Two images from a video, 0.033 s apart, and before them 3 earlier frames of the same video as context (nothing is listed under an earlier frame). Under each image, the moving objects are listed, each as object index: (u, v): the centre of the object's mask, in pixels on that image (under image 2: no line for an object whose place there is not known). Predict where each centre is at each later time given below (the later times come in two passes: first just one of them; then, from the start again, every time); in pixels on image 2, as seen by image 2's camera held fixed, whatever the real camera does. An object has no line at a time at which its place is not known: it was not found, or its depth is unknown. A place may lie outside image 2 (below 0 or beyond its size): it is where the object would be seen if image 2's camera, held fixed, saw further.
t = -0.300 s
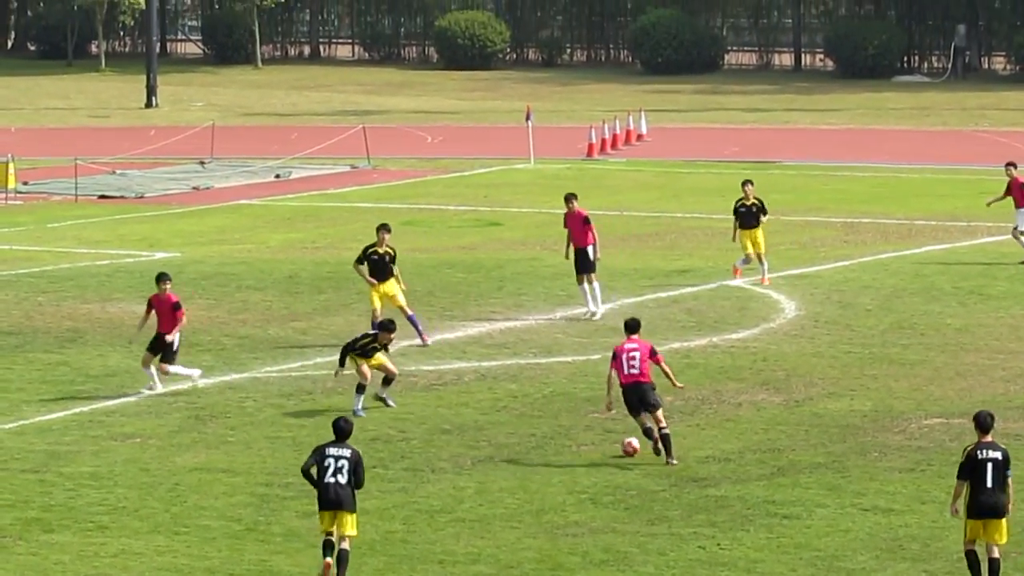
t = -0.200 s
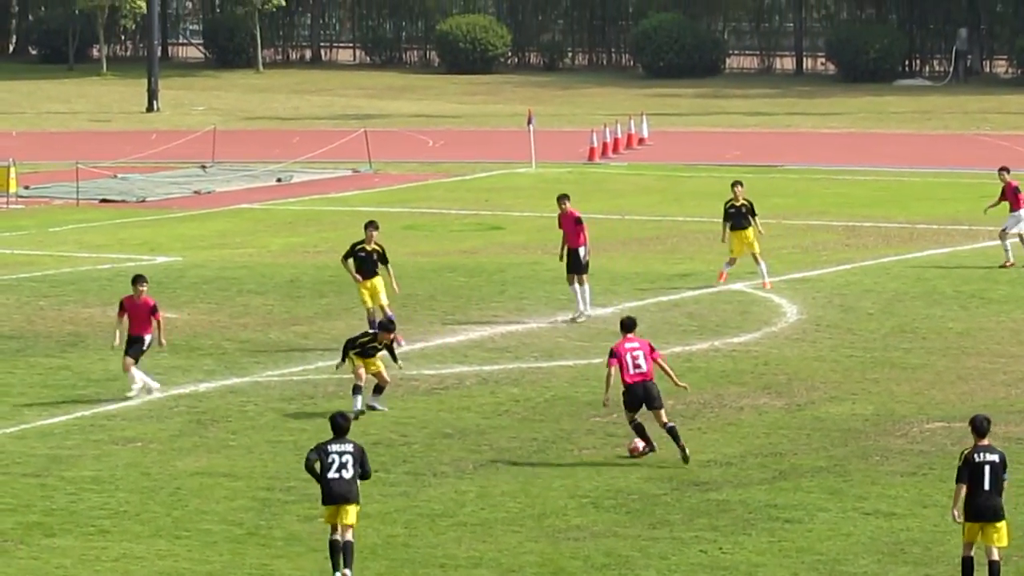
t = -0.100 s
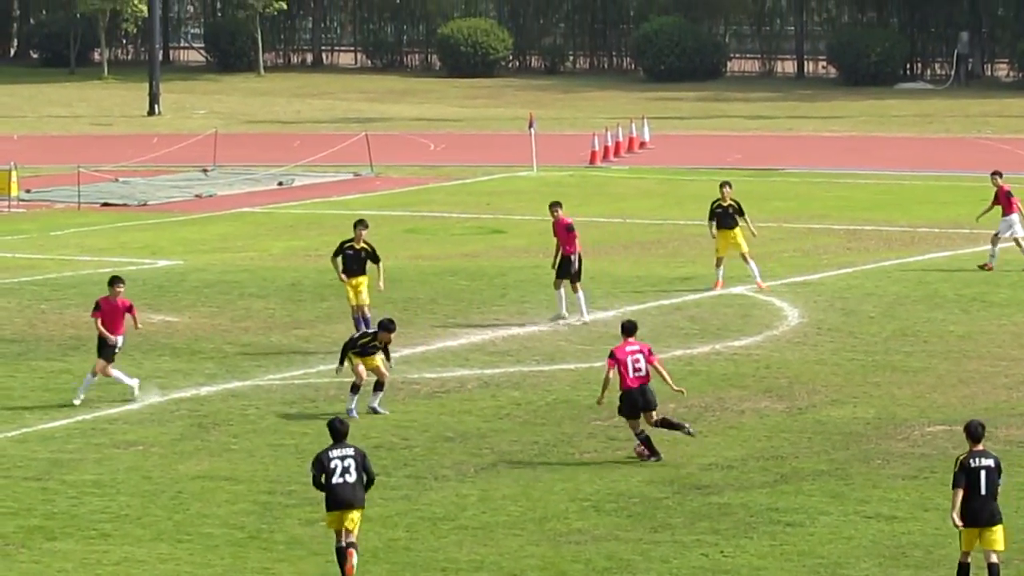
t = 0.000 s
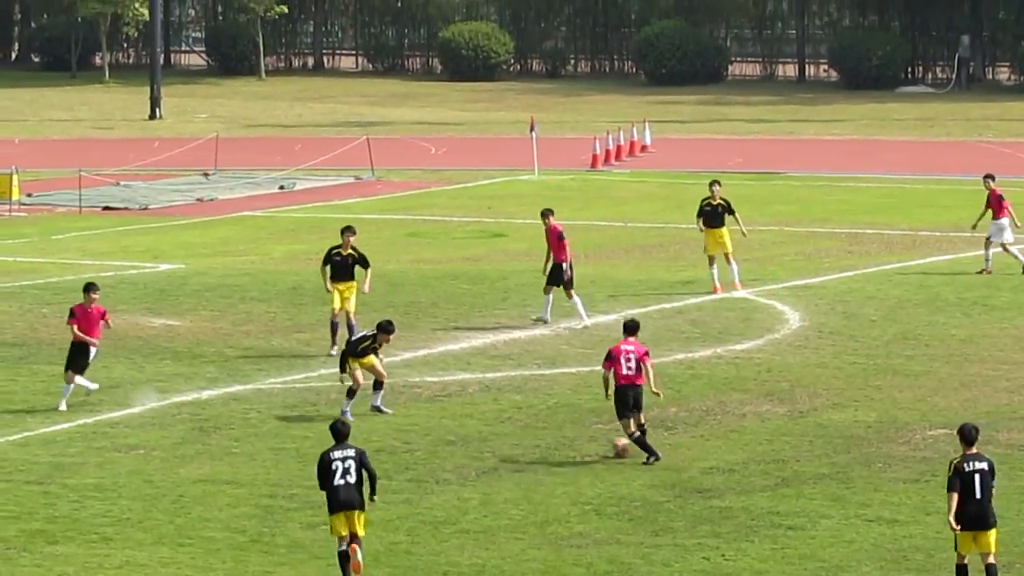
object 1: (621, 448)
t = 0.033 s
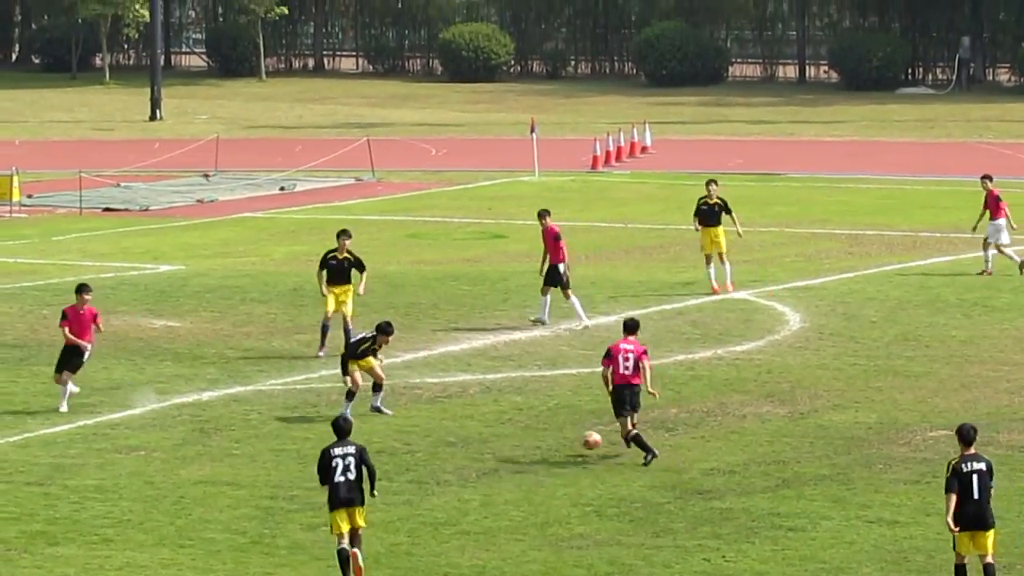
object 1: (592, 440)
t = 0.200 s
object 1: (441, 417)
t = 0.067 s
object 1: (561, 433)
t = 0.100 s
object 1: (530, 428)
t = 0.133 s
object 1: (501, 424)
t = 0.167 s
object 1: (470, 419)
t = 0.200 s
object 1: (441, 417)
